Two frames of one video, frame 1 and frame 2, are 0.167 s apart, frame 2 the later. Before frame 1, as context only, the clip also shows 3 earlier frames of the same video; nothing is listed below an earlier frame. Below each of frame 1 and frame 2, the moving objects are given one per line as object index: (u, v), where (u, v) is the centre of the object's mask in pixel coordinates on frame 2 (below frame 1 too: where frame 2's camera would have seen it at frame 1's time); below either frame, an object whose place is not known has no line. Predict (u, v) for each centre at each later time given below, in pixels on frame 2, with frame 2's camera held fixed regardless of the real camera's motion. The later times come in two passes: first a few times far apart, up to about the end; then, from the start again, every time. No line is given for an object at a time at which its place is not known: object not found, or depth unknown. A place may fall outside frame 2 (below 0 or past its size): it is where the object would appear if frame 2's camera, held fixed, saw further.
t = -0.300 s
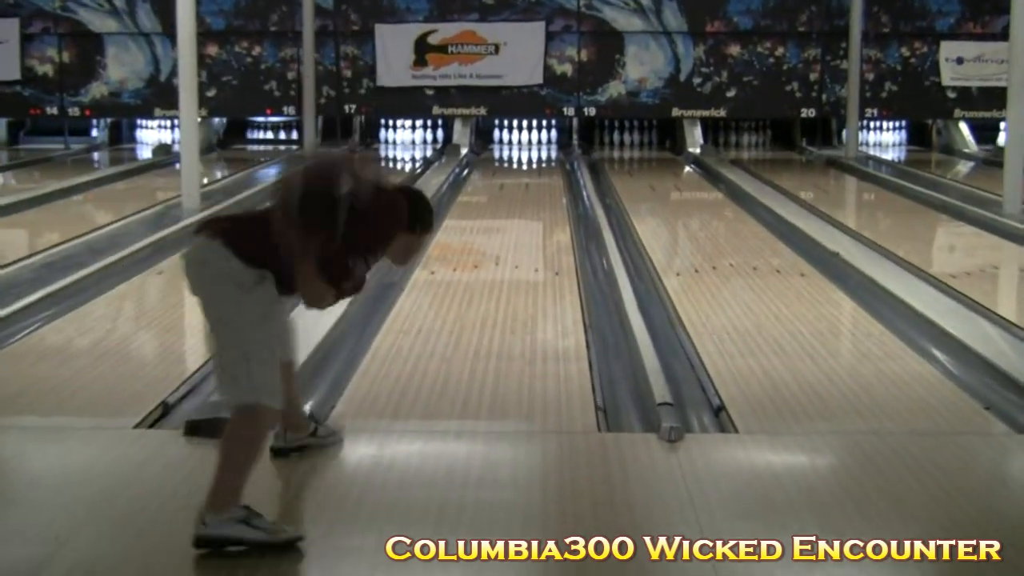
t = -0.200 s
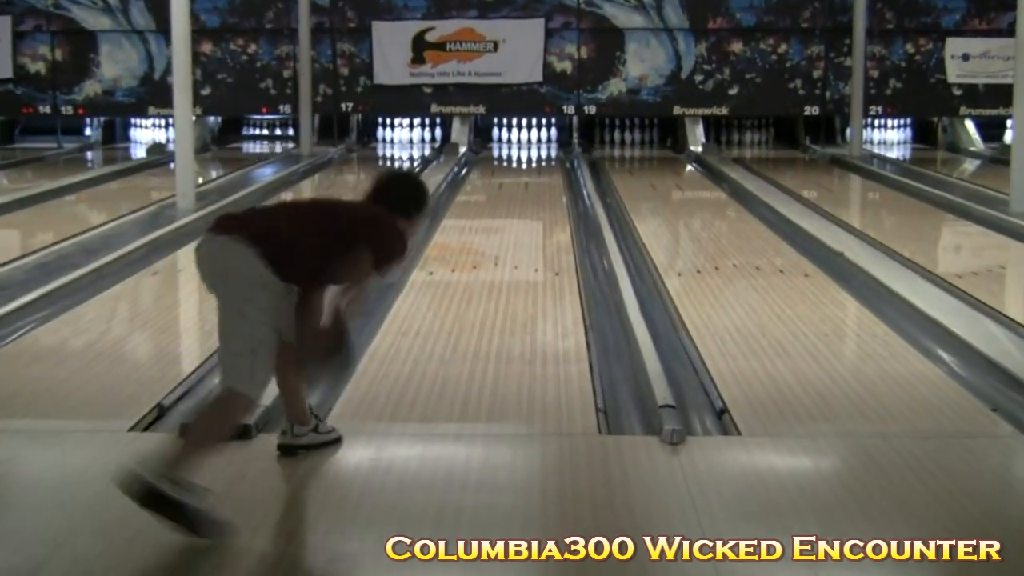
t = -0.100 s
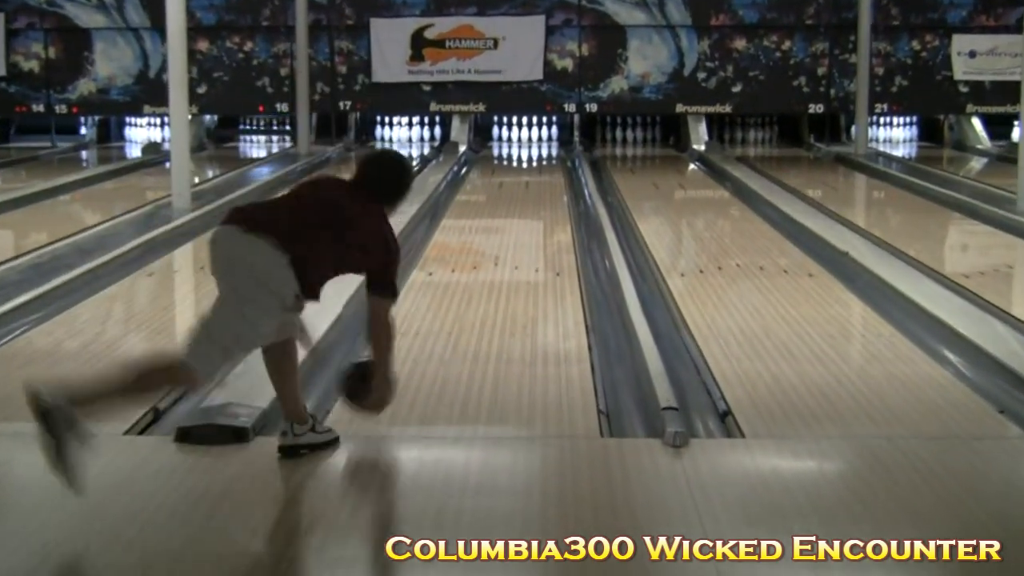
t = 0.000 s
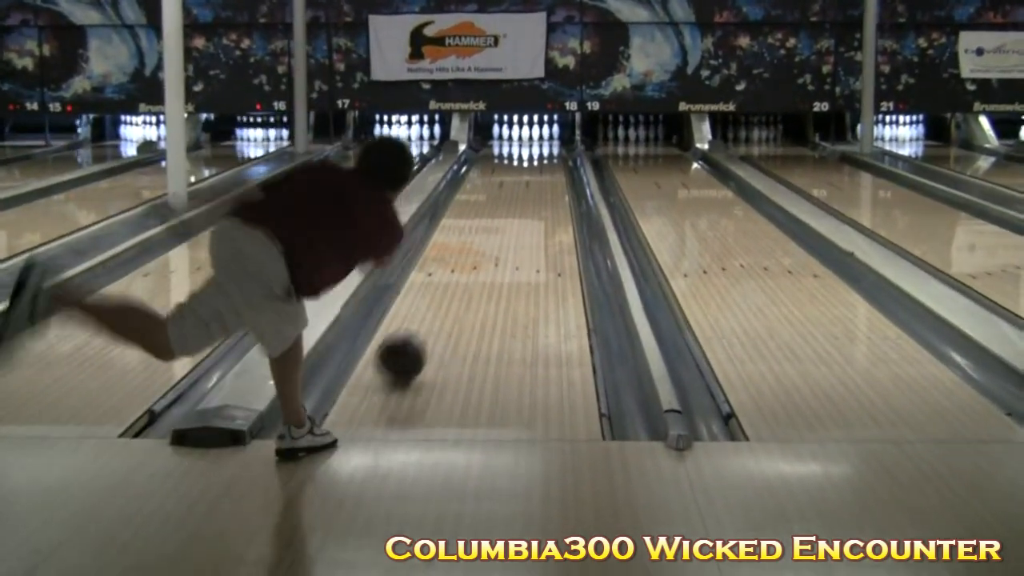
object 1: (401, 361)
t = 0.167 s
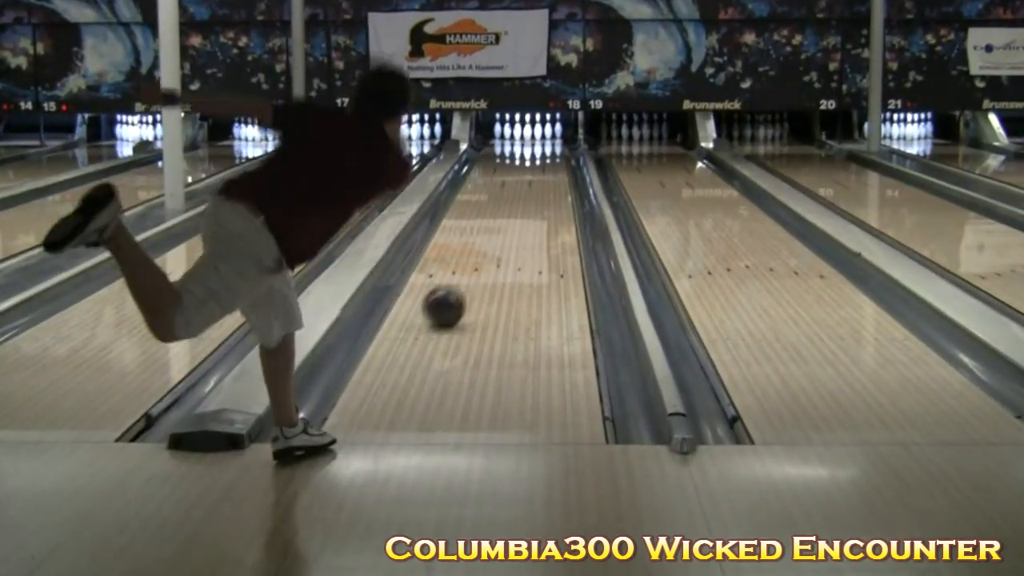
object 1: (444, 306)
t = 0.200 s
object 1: (451, 298)
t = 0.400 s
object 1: (483, 256)
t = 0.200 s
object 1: (451, 298)
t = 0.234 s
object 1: (457, 290)
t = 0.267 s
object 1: (463, 282)
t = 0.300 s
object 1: (468, 275)
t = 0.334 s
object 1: (473, 268)
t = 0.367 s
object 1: (479, 262)
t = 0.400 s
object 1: (483, 256)
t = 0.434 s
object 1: (487, 251)
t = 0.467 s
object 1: (491, 246)
